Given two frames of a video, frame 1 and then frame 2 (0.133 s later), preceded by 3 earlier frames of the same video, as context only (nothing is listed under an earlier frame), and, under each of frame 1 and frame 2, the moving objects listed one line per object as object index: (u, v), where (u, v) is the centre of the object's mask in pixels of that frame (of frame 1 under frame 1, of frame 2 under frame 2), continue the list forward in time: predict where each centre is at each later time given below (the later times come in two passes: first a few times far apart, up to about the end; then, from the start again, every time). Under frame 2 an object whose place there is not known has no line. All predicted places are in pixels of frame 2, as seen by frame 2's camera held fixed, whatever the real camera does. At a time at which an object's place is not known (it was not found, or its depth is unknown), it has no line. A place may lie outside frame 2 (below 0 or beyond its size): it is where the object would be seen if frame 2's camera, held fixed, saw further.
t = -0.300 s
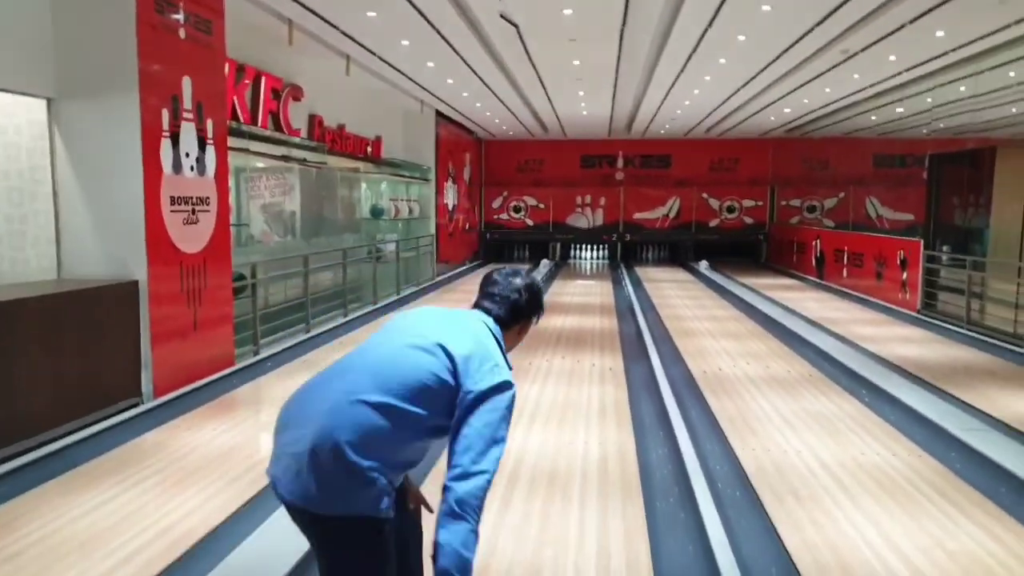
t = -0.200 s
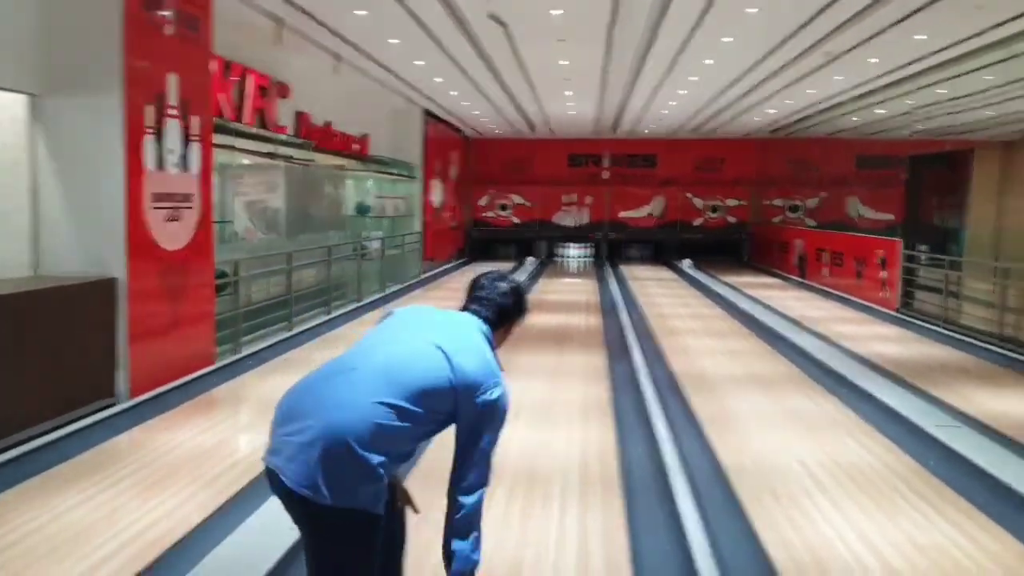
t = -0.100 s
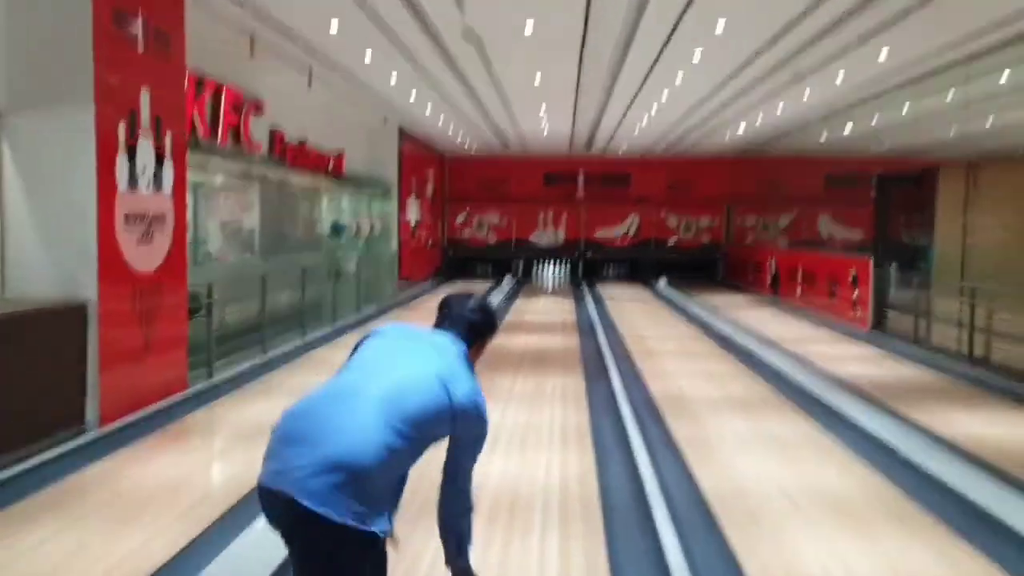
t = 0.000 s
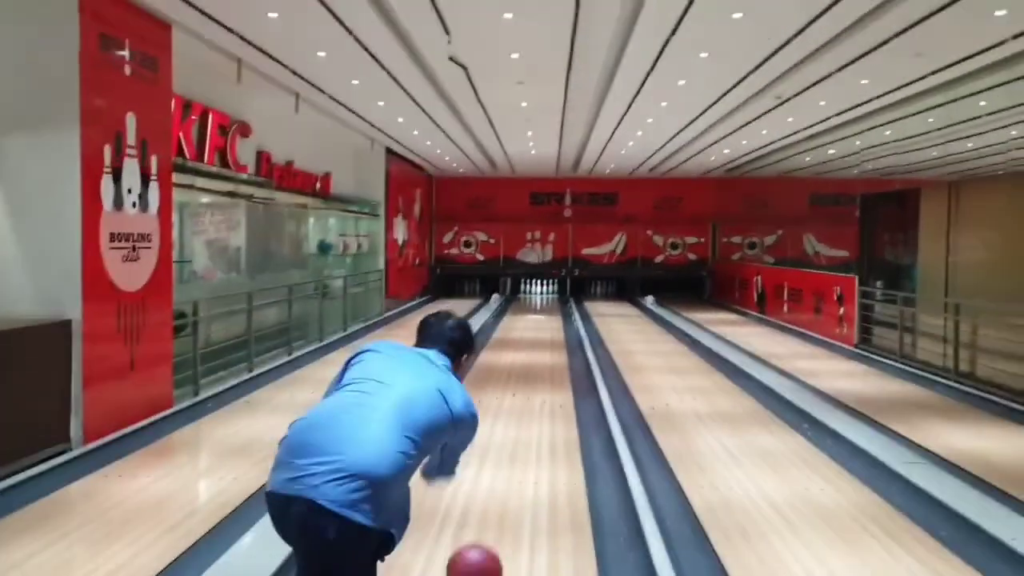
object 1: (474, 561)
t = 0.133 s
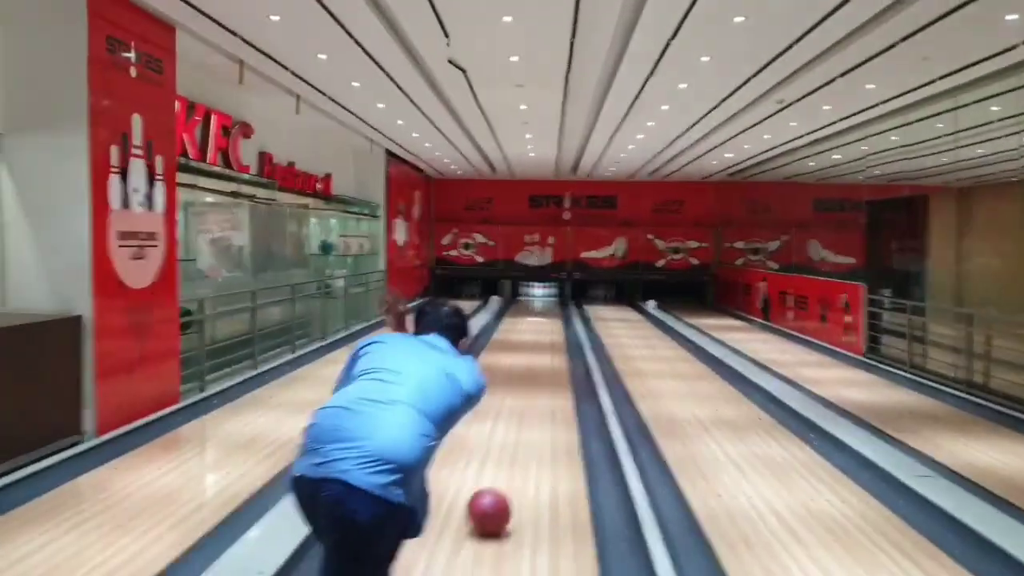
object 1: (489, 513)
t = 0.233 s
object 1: (495, 481)
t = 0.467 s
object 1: (506, 434)
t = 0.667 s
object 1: (514, 408)
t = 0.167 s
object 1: (491, 502)
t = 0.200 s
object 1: (493, 491)
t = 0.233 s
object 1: (495, 481)
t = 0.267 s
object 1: (497, 472)
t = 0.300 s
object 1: (498, 463)
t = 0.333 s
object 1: (500, 455)
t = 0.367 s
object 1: (502, 447)
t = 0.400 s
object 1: (504, 441)
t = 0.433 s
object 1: (506, 437)
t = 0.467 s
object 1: (506, 434)
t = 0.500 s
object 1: (509, 432)
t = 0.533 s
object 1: (506, 427)
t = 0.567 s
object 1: (507, 422)
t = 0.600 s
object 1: (507, 416)
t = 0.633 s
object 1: (511, 412)
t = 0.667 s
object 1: (514, 408)
